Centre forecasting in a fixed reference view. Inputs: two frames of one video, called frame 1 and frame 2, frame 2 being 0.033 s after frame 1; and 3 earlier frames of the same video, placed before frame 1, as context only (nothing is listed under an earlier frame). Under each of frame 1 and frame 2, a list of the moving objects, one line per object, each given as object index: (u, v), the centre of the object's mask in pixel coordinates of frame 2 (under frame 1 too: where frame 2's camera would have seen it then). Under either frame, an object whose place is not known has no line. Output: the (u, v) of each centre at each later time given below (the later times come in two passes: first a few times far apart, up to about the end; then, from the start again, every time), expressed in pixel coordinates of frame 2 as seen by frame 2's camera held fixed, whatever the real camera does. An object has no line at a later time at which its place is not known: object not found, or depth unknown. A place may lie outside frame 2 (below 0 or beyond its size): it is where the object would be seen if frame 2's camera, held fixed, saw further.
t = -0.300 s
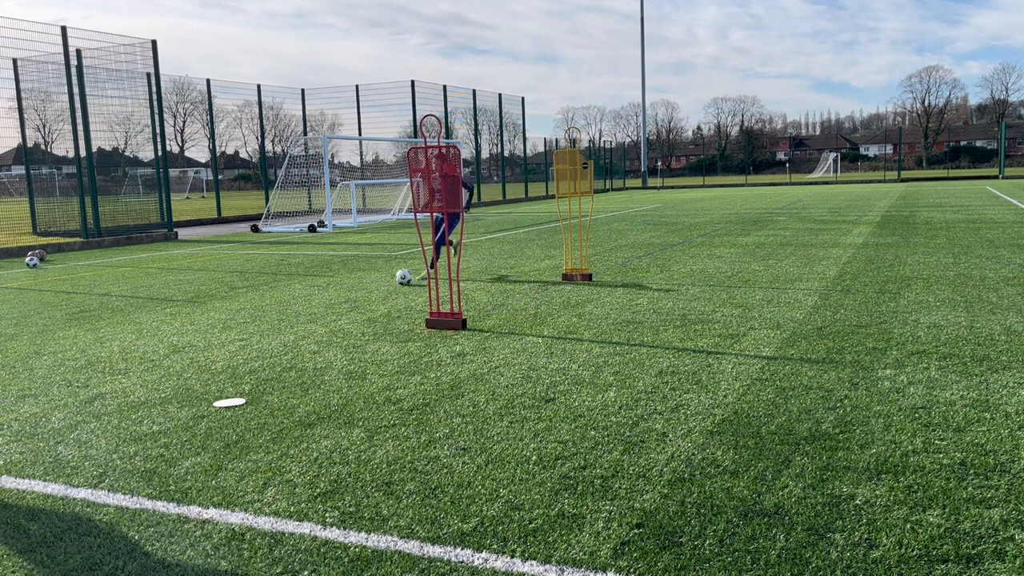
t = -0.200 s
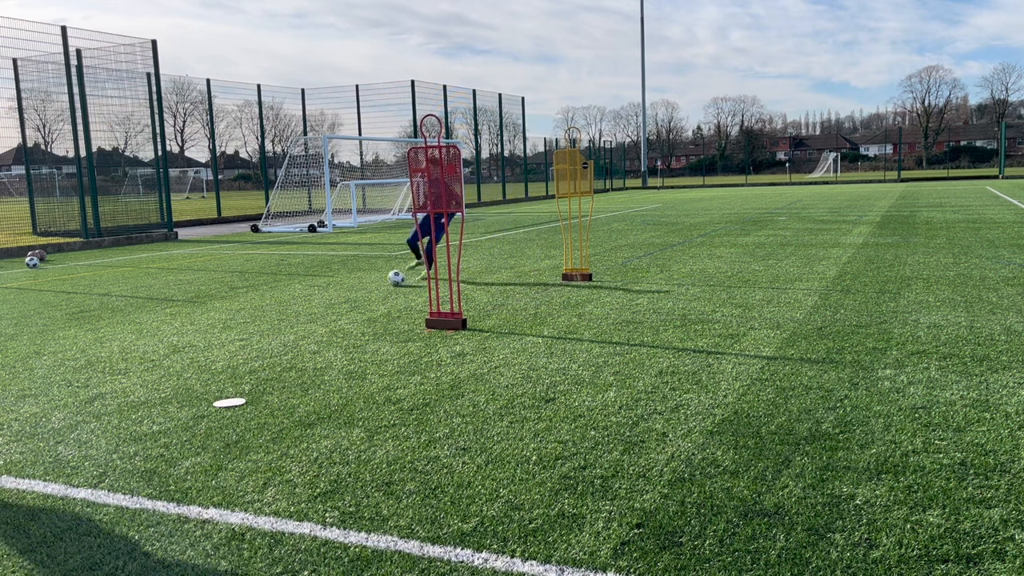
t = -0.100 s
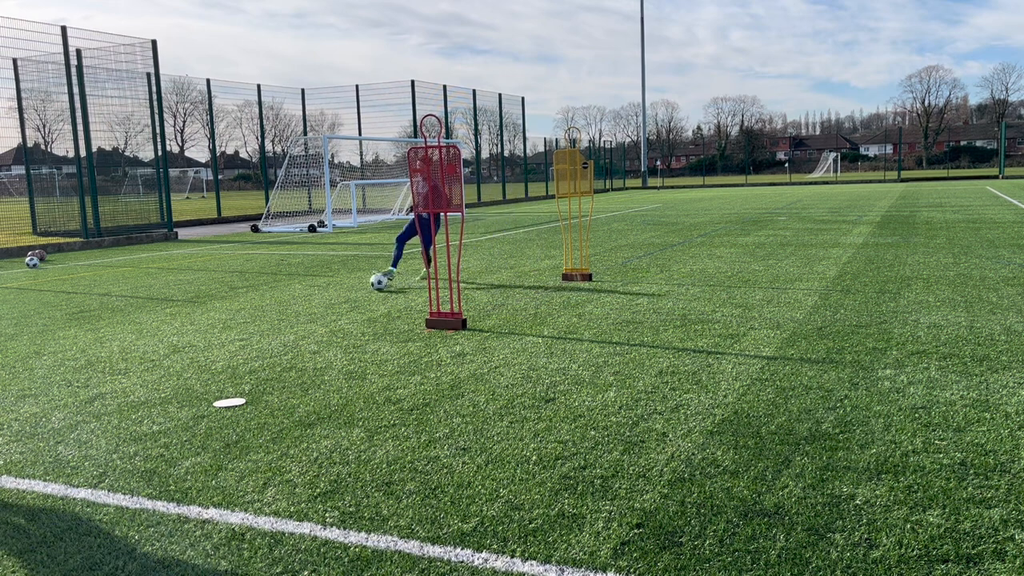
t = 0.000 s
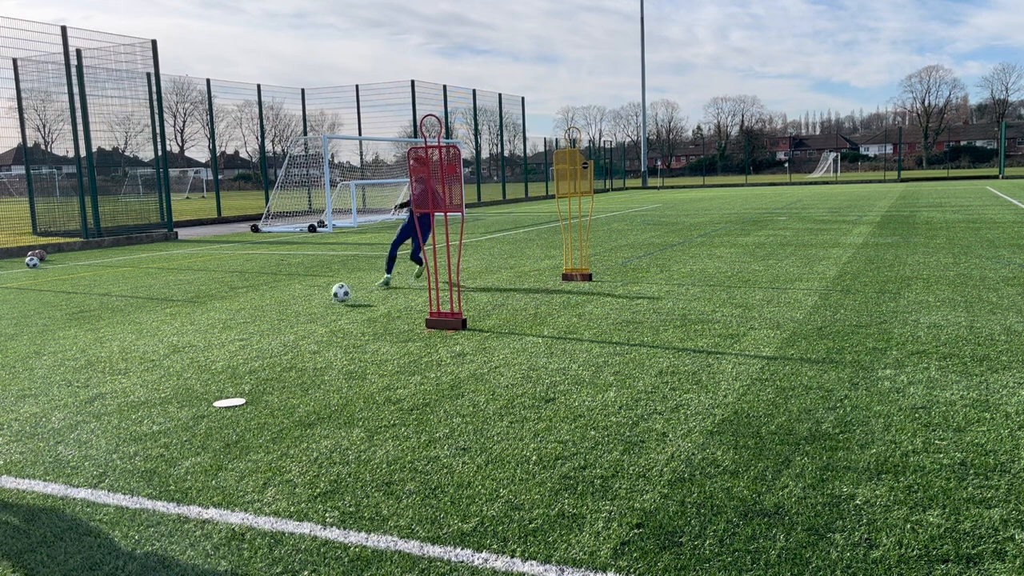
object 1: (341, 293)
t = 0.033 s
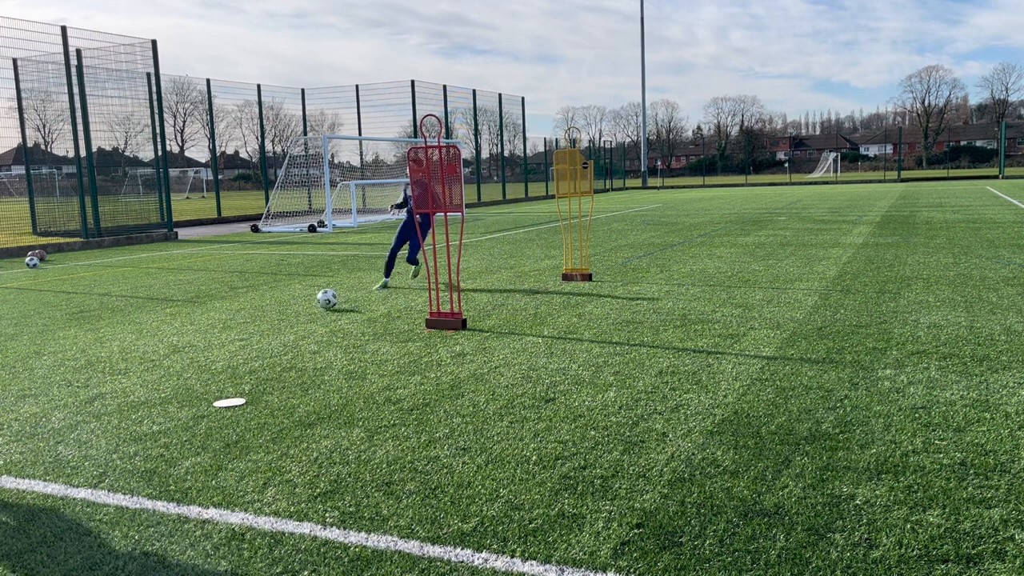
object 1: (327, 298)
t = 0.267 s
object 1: (219, 337)
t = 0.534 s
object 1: (55, 390)
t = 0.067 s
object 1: (313, 306)
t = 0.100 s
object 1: (299, 309)
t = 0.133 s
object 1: (284, 311)
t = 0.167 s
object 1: (269, 315)
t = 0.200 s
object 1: (252, 321)
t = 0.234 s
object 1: (236, 331)
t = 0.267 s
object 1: (219, 337)
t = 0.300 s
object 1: (202, 339)
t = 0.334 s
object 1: (185, 343)
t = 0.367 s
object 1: (167, 350)
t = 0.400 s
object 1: (147, 357)
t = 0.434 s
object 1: (126, 368)
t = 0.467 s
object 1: (105, 379)
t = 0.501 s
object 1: (81, 384)
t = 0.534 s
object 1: (55, 390)
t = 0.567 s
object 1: (29, 399)
